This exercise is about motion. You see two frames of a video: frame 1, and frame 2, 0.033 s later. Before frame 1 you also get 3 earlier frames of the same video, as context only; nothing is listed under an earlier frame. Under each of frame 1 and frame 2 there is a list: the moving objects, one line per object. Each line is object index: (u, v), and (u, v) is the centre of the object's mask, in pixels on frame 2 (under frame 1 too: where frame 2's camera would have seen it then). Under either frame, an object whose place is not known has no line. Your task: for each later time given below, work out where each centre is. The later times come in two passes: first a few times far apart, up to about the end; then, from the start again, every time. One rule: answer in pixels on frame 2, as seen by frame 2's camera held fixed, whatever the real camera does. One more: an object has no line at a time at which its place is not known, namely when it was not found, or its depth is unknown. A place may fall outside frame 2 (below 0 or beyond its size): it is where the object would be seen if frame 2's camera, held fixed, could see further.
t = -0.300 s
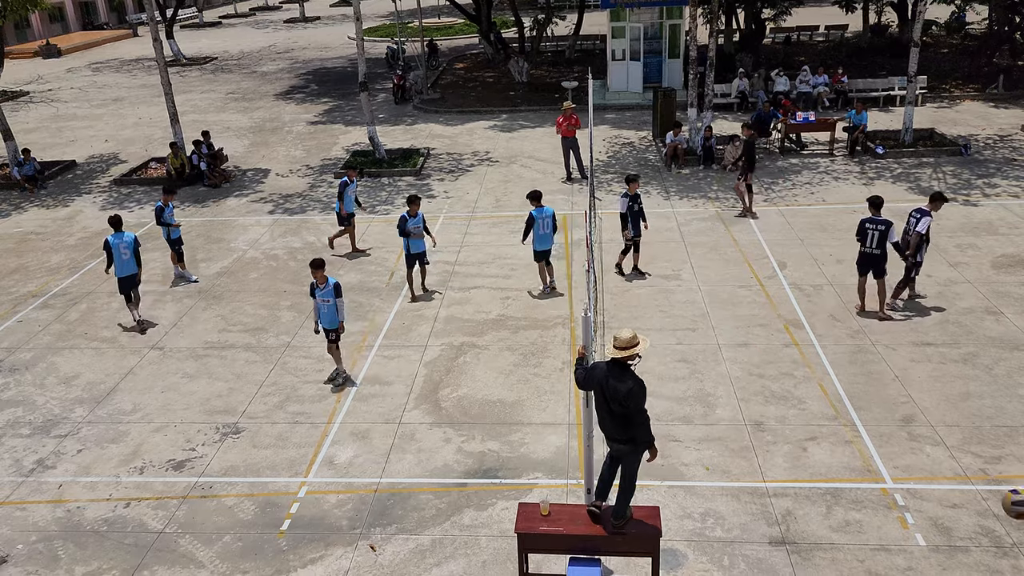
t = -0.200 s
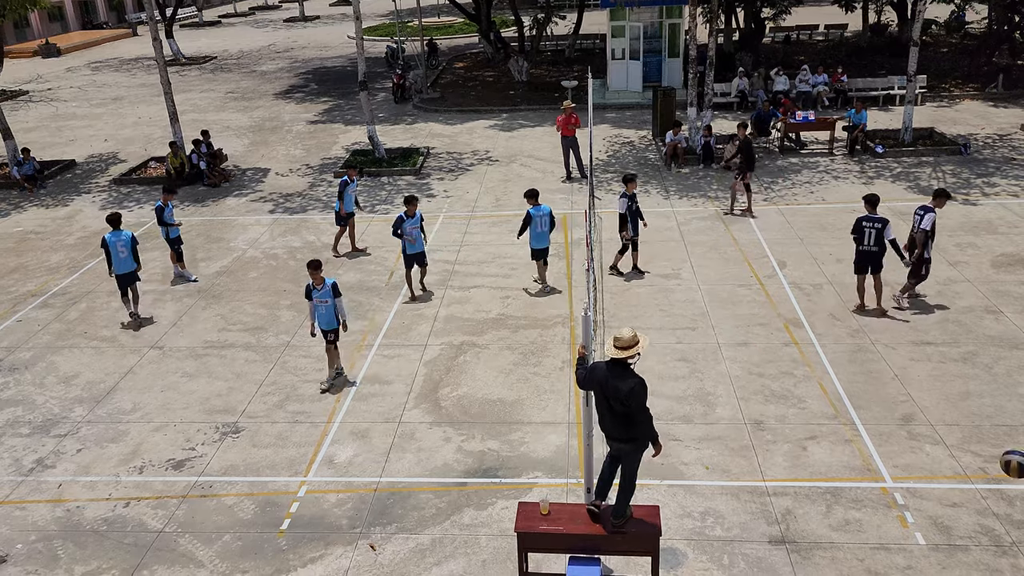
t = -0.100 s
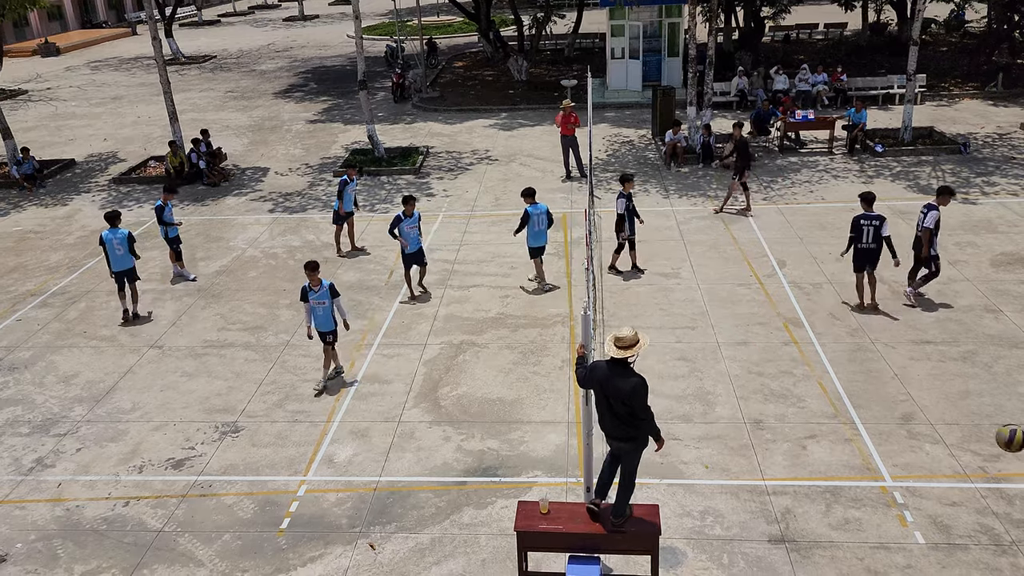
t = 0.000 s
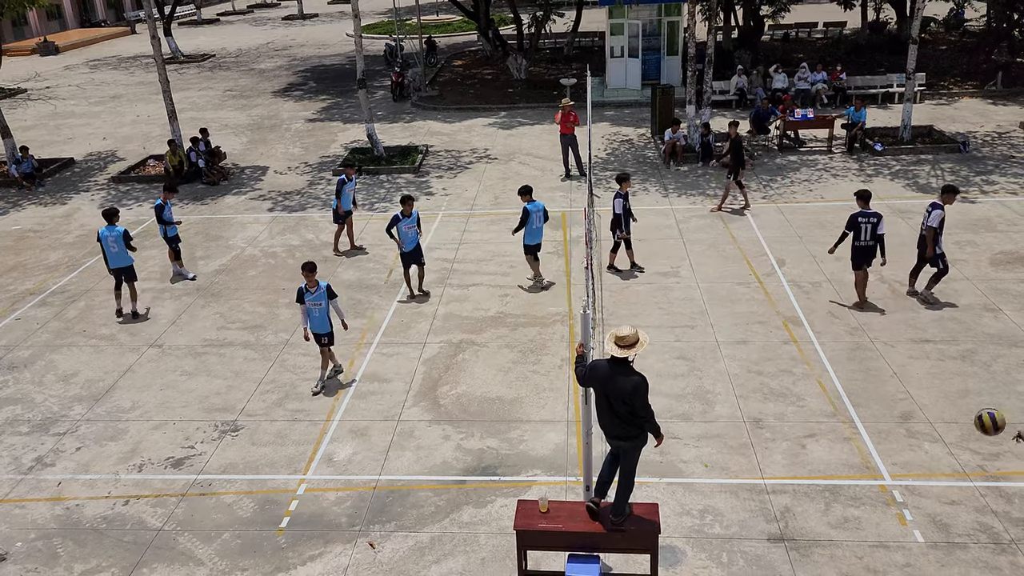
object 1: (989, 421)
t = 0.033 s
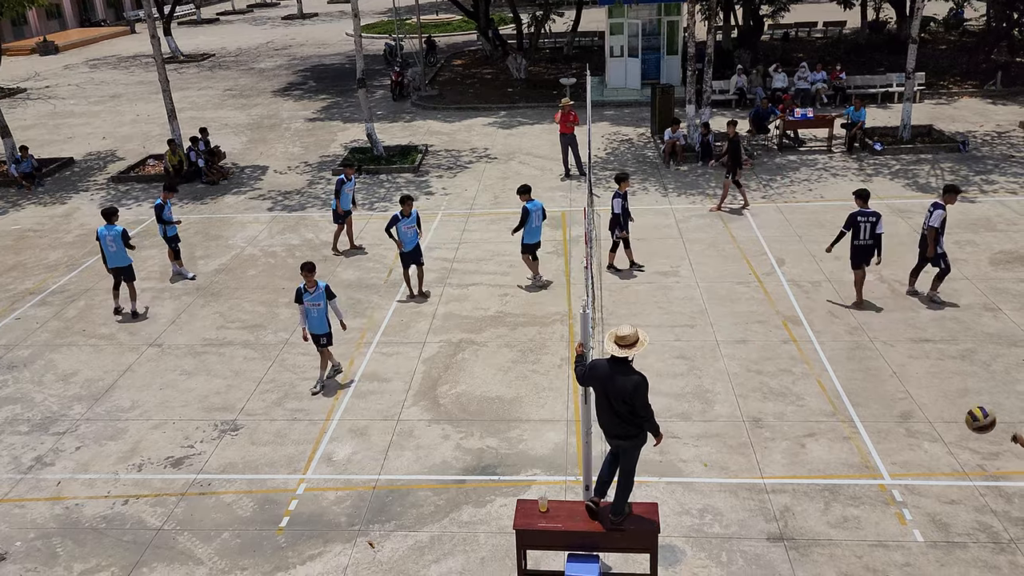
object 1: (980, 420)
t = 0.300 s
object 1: (914, 449)
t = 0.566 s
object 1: (864, 477)
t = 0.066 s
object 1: (972, 420)
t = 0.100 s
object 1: (963, 421)
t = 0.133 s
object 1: (955, 422)
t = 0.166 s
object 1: (946, 425)
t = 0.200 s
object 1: (938, 429)
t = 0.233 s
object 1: (930, 435)
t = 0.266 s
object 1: (922, 442)
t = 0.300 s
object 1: (914, 449)
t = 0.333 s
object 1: (906, 456)
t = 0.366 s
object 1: (899, 465)
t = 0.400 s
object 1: (891, 474)
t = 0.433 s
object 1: (883, 484)
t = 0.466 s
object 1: (876, 496)
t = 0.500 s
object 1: (869, 509)
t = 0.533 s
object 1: (866, 495)
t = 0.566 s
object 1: (864, 477)
